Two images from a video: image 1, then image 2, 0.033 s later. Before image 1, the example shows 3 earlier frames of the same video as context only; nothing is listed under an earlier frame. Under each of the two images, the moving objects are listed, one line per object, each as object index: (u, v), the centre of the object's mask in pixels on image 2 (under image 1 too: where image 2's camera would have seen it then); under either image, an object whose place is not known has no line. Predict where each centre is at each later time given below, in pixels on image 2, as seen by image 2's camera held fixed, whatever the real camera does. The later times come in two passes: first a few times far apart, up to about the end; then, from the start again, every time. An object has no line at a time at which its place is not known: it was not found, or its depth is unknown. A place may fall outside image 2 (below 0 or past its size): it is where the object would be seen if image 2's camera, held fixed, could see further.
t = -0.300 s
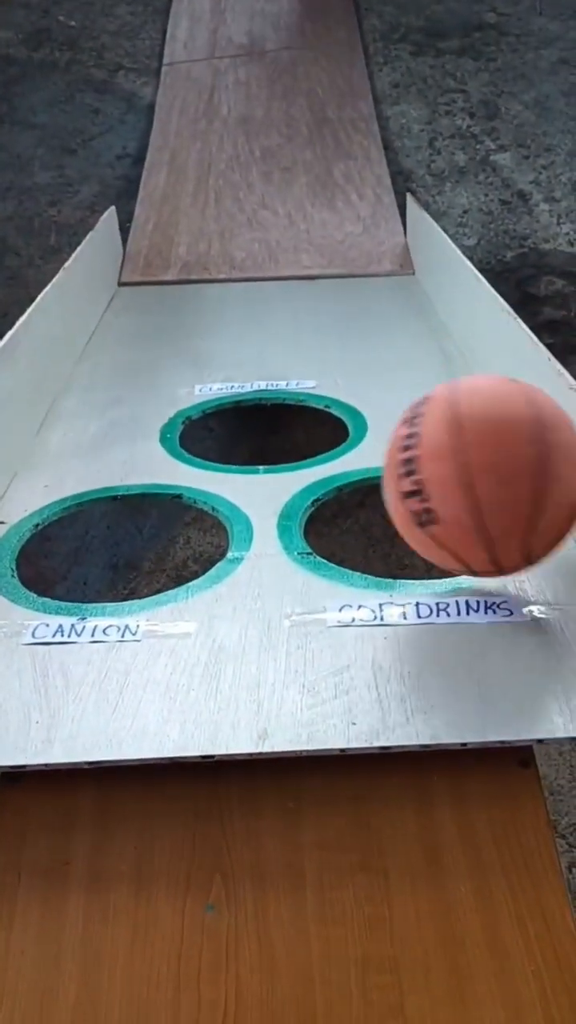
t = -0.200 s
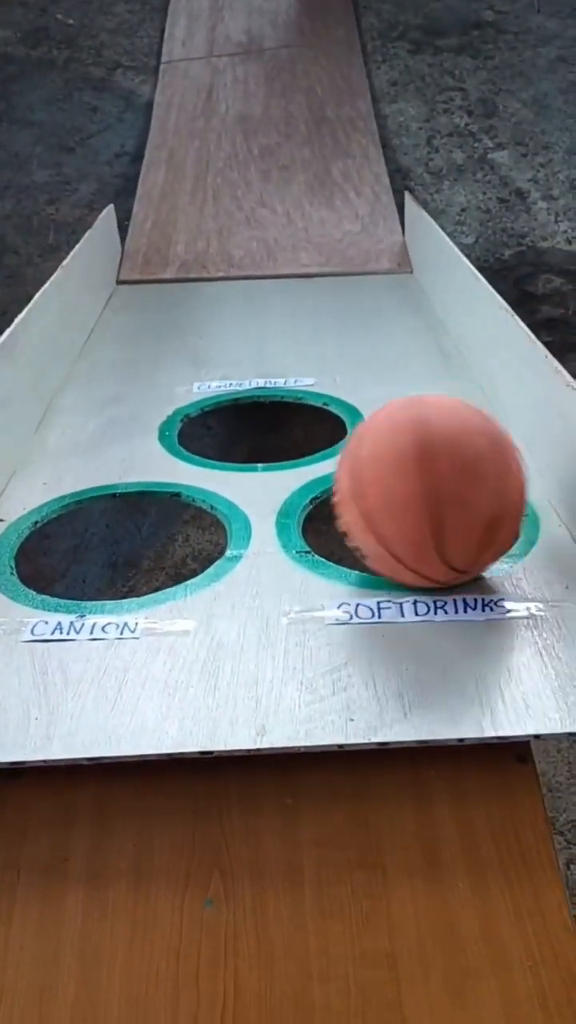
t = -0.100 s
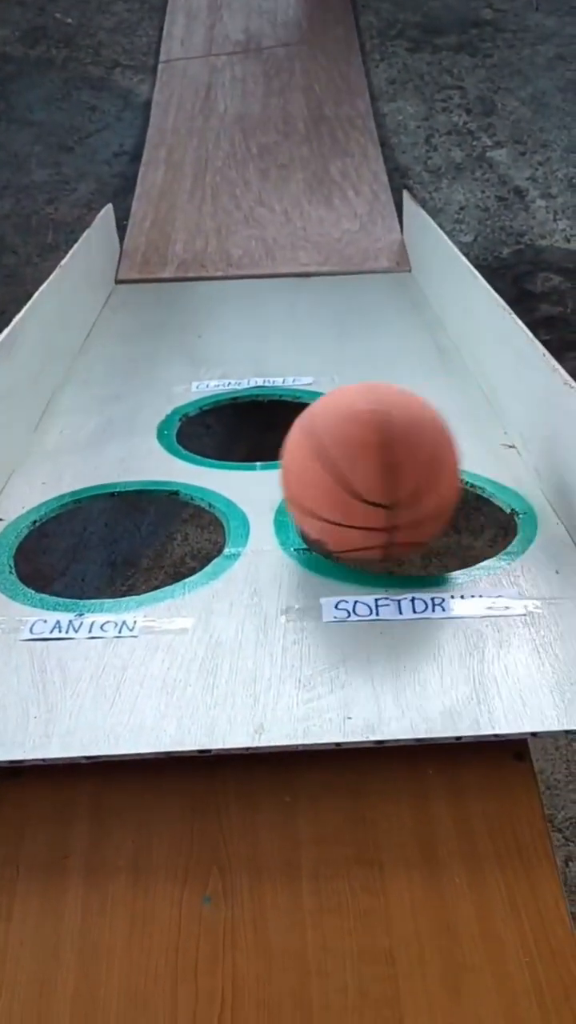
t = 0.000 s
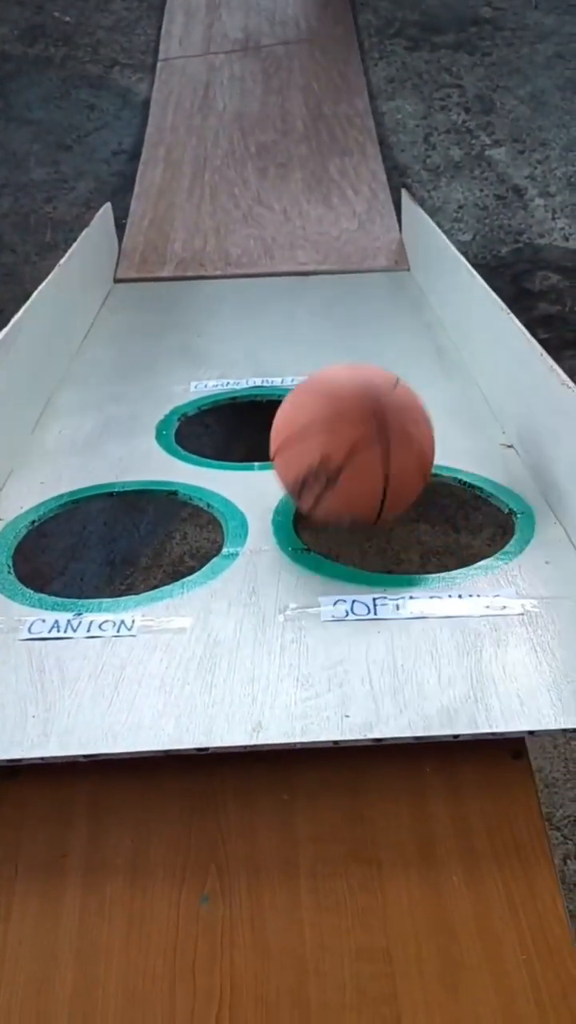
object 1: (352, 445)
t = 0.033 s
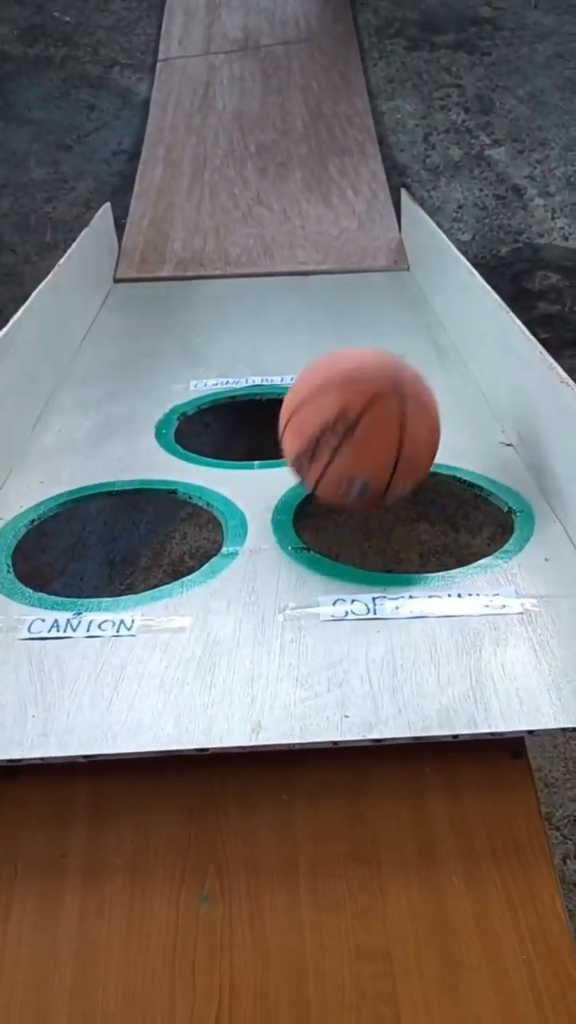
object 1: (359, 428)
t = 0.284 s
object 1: (407, 344)
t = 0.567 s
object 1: (384, 270)
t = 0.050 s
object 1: (364, 418)
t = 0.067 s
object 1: (368, 411)
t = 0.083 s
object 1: (373, 404)
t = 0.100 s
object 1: (377, 396)
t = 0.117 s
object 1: (380, 391)
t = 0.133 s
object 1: (384, 387)
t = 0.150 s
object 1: (387, 385)
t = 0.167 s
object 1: (390, 380)
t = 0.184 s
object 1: (393, 375)
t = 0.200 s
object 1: (396, 370)
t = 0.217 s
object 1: (398, 365)
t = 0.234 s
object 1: (401, 361)
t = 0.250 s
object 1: (403, 355)
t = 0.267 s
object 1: (405, 349)
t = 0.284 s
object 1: (407, 344)
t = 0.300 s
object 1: (409, 338)
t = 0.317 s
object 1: (410, 333)
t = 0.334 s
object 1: (412, 328)
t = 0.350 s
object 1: (413, 323)
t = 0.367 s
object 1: (414, 318)
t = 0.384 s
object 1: (412, 314)
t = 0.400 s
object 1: (409, 310)
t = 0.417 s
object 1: (406, 306)
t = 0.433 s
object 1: (404, 302)
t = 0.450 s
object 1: (402, 297)
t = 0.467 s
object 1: (399, 293)
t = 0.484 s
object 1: (396, 288)
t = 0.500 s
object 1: (394, 284)
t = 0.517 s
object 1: (391, 281)
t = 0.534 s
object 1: (389, 277)
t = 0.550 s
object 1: (387, 274)
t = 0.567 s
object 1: (384, 270)
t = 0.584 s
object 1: (381, 266)
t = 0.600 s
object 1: (379, 263)
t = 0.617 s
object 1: (377, 259)
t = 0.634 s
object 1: (374, 255)
